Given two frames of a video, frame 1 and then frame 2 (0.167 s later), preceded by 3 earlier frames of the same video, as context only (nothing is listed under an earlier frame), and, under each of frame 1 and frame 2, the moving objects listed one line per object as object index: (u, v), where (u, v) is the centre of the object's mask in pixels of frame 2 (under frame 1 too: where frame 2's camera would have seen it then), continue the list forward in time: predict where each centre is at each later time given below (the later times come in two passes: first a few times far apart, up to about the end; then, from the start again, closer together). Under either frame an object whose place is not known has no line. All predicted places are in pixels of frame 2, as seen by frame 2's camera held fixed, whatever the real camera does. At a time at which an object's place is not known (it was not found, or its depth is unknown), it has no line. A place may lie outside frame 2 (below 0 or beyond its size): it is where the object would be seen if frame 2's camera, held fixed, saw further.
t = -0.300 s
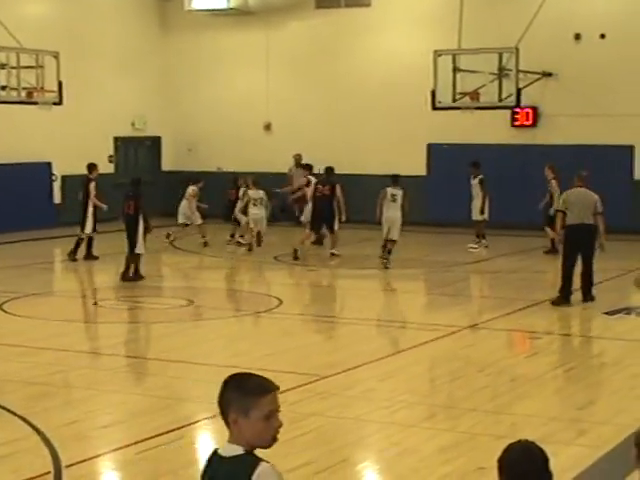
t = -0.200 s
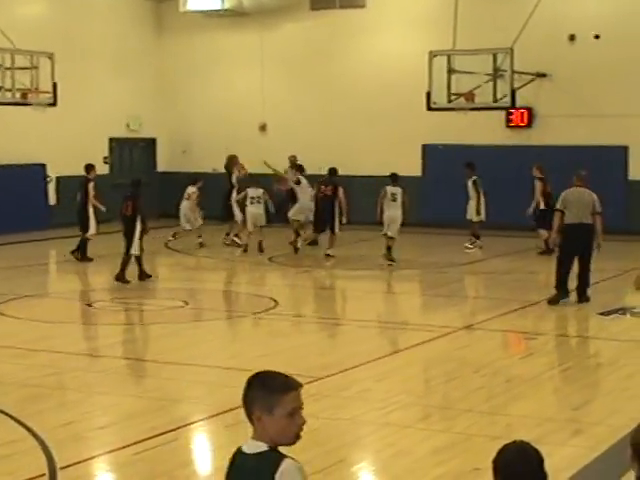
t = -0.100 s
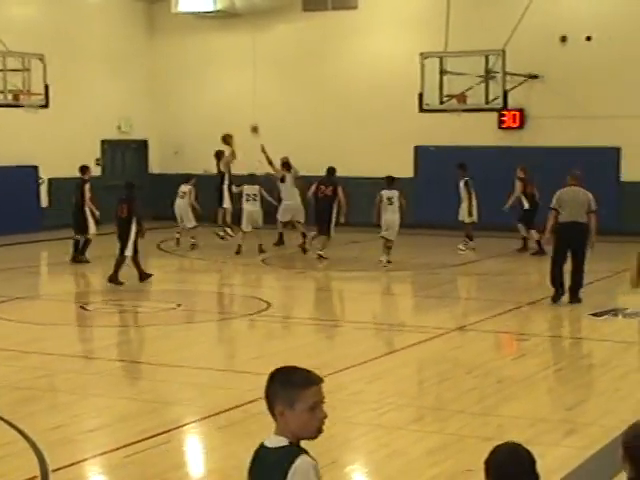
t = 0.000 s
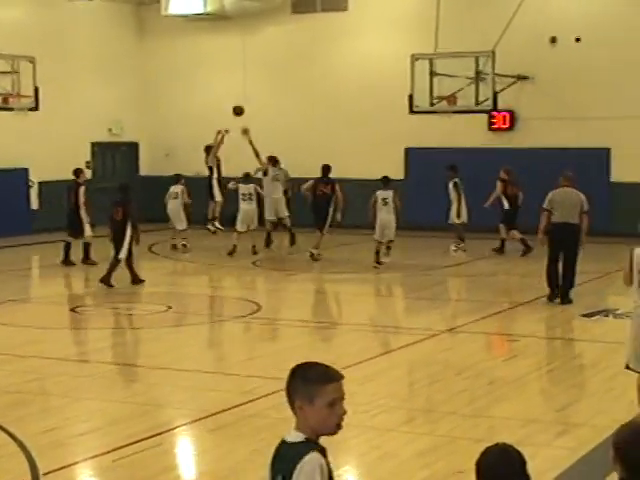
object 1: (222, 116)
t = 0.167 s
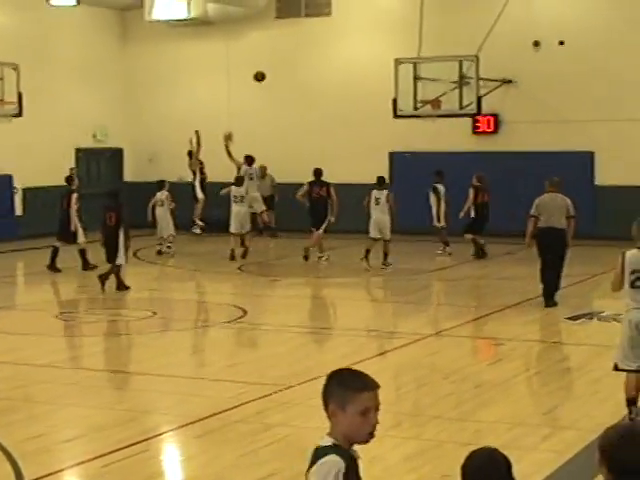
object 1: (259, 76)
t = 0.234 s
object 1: (274, 64)
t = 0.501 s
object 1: (332, 39)
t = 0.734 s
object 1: (380, 45)
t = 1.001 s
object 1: (423, 77)
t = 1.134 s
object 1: (428, 95)
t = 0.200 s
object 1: (267, 70)
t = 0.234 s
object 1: (274, 64)
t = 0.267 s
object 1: (281, 59)
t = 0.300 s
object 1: (289, 55)
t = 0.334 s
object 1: (296, 51)
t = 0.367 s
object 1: (303, 47)
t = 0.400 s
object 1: (310, 44)
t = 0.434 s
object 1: (317, 42)
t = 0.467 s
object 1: (325, 40)
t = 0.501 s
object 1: (332, 39)
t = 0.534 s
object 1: (338, 38)
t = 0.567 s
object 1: (345, 38)
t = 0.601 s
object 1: (352, 38)
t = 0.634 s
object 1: (359, 39)
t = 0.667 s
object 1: (366, 41)
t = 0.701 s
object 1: (373, 42)
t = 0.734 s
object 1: (380, 45)
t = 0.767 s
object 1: (387, 48)
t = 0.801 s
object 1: (393, 52)
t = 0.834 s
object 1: (400, 56)
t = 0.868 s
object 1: (407, 60)
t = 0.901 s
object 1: (413, 66)
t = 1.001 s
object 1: (423, 77)
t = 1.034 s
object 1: (425, 80)
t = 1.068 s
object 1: (426, 84)
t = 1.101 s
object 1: (427, 89)
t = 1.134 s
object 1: (428, 95)
